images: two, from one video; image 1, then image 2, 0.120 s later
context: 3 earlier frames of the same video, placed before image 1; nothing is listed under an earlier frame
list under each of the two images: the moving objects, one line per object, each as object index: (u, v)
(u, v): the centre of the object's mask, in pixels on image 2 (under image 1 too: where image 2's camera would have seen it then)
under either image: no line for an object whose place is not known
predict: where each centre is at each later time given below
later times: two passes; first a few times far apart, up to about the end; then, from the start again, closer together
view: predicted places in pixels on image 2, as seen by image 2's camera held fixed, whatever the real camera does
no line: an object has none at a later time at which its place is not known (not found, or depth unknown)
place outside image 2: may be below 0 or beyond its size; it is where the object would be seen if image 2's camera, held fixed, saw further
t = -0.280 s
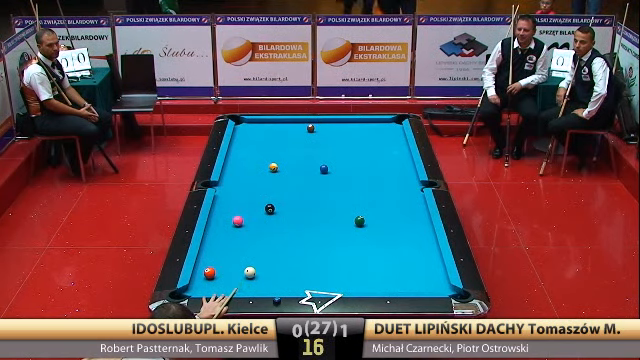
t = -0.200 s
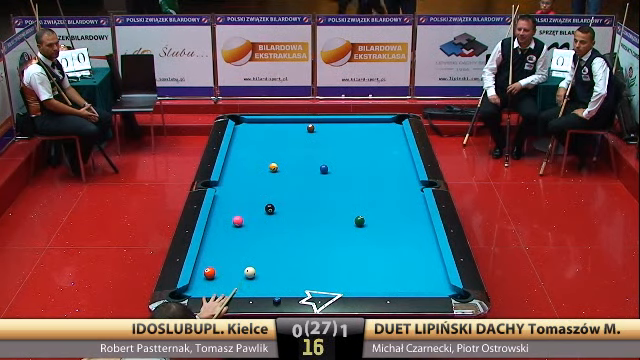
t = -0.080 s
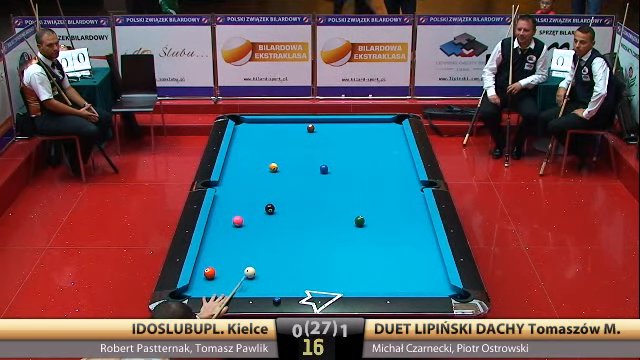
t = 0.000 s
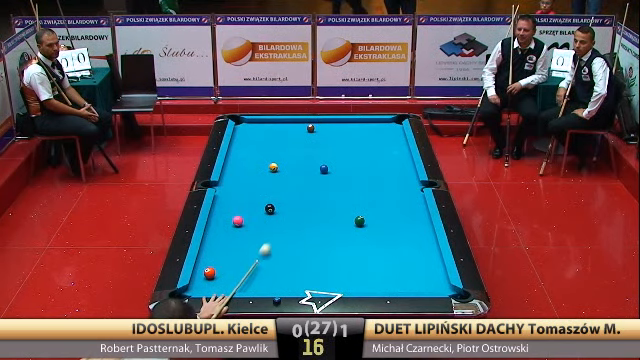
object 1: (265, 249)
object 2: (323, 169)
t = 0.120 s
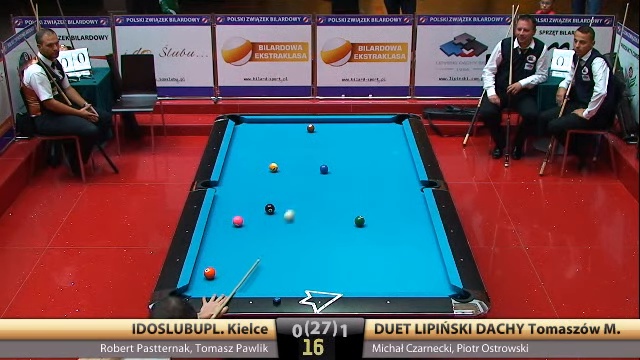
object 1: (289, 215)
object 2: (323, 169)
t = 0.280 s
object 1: (315, 178)
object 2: (324, 169)
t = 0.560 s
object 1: (295, 160)
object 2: (376, 137)
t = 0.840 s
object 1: (279, 143)
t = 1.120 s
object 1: (267, 126)
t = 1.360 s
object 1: (256, 126)
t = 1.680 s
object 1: (240, 135)
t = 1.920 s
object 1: (236, 141)
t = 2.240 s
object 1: (241, 149)
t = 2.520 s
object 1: (246, 156)
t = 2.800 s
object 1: (250, 162)
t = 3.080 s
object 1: (255, 168)
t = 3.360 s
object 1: (259, 175)
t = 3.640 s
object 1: (263, 180)
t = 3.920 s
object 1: (267, 186)
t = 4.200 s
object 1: (272, 191)
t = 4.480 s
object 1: (275, 196)
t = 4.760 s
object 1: (279, 200)
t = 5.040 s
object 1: (282, 204)
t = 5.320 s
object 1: (286, 208)
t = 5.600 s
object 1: (289, 211)
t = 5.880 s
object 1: (291, 213)
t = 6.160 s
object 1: (294, 215)
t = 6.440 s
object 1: (296, 217)
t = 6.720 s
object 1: (297, 218)
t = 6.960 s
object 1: (297, 218)
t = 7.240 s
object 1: (298, 219)
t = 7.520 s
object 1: (298, 219)
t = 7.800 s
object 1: (299, 219)
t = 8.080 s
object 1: (299, 219)
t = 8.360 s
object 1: (299, 219)
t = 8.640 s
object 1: (299, 219)
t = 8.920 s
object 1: (299, 219)
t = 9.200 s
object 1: (299, 219)
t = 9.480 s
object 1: (299, 219)
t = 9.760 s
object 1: (299, 219)
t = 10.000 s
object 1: (299, 219)
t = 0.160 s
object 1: (296, 205)
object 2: (323, 169)
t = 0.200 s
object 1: (302, 196)
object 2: (323, 169)
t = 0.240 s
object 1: (309, 187)
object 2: (323, 169)
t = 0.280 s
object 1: (315, 178)
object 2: (324, 169)
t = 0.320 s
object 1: (318, 172)
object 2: (325, 168)
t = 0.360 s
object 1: (315, 170)
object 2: (334, 163)
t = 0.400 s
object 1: (309, 168)
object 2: (344, 157)
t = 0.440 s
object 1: (305, 166)
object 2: (352, 152)
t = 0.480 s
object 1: (301, 164)
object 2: (361, 147)
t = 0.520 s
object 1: (298, 162)
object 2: (368, 142)
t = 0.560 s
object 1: (295, 160)
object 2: (376, 137)
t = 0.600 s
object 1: (292, 158)
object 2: (383, 133)
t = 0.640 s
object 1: (289, 156)
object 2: (389, 129)
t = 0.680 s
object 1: (287, 153)
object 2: (395, 126)
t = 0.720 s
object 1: (284, 150)
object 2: (399, 120)
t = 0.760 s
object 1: (283, 148)
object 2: (402, 118)
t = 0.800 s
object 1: (281, 145)
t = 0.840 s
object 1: (279, 143)
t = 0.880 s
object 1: (277, 140)
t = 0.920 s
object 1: (276, 138)
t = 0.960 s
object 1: (274, 136)
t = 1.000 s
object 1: (272, 133)
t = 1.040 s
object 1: (270, 131)
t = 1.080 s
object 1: (268, 129)
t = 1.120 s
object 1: (267, 126)
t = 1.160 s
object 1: (265, 124)
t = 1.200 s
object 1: (264, 122)
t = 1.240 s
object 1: (262, 121)
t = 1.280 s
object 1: (260, 123)
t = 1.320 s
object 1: (258, 124)
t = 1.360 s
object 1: (256, 126)
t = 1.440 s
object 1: (252, 128)
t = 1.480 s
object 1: (250, 129)
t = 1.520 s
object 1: (248, 130)
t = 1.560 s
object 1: (246, 132)
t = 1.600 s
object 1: (244, 133)
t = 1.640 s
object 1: (242, 133)
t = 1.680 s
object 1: (240, 135)
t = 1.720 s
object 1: (238, 136)
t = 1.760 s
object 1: (236, 137)
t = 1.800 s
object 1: (234, 138)
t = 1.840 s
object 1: (235, 139)
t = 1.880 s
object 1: (235, 140)
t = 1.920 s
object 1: (236, 141)
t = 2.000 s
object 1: (237, 143)
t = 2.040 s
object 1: (237, 144)
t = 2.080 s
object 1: (238, 145)
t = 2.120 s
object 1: (239, 146)
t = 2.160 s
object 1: (240, 147)
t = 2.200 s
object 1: (240, 148)
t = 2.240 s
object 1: (241, 149)
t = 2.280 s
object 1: (242, 150)
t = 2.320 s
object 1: (243, 151)
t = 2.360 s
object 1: (243, 152)
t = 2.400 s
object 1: (244, 153)
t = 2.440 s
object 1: (244, 154)
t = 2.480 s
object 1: (245, 155)
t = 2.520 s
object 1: (246, 156)
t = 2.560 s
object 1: (246, 157)
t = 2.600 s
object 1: (247, 158)
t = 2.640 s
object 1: (247, 159)
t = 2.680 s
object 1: (248, 160)
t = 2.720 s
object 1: (249, 160)
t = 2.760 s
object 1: (249, 161)
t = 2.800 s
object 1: (250, 162)
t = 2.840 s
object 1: (251, 163)
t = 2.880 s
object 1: (251, 164)
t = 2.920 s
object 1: (252, 165)
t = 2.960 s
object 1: (253, 166)
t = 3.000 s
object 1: (253, 167)
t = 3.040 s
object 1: (254, 168)
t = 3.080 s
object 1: (255, 168)
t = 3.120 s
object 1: (255, 170)
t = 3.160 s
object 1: (256, 170)
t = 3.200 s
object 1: (257, 171)
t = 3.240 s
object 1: (257, 172)
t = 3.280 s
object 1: (258, 173)
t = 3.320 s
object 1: (259, 174)
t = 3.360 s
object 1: (259, 175)
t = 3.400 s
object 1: (260, 176)
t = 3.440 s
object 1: (260, 176)
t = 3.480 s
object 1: (261, 177)
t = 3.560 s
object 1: (262, 179)
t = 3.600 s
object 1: (263, 180)
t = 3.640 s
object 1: (263, 180)
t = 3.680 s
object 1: (264, 182)
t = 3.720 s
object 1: (265, 182)
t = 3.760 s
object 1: (265, 183)
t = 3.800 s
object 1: (266, 184)
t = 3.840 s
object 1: (266, 184)
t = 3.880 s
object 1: (267, 185)
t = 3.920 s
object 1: (267, 186)
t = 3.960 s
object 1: (268, 186)
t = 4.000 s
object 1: (269, 187)
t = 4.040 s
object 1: (269, 188)
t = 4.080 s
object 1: (270, 189)
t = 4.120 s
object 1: (270, 190)
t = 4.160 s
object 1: (271, 190)
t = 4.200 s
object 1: (272, 191)
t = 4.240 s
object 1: (272, 192)
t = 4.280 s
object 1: (273, 193)
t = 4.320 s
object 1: (273, 193)
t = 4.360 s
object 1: (274, 194)
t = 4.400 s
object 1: (274, 195)
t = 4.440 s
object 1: (275, 195)
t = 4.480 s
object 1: (275, 196)
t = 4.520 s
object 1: (276, 197)
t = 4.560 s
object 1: (276, 197)
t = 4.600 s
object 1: (277, 198)
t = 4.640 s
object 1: (278, 199)
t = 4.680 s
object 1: (278, 199)
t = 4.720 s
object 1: (278, 200)
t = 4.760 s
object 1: (279, 200)
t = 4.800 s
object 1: (280, 201)
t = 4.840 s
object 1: (280, 202)
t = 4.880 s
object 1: (281, 202)
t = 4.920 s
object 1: (281, 202)
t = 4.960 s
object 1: (281, 203)
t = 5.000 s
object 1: (282, 204)
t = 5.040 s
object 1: (282, 204)
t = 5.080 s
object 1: (283, 205)
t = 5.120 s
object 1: (283, 205)
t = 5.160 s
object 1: (284, 206)
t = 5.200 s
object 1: (284, 206)
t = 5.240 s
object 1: (285, 207)
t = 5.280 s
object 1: (285, 207)
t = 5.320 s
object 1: (286, 208)
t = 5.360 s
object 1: (286, 208)
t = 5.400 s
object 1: (286, 209)
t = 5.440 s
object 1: (286, 209)
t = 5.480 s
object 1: (287, 210)
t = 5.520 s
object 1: (288, 210)
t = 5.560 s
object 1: (288, 211)
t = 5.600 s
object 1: (289, 211)
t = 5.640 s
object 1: (289, 211)
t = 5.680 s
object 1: (289, 212)
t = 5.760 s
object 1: (290, 212)
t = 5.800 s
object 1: (290, 213)
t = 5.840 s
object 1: (291, 213)
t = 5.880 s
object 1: (291, 213)
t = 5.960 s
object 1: (292, 214)
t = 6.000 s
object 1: (293, 214)
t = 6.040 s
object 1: (293, 215)
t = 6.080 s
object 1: (293, 215)
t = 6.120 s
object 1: (293, 215)
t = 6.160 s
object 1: (294, 215)
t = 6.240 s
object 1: (294, 216)
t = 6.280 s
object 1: (294, 216)
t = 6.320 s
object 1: (295, 216)
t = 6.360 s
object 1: (295, 217)
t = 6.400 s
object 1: (295, 217)
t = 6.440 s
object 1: (296, 217)
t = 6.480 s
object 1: (296, 217)
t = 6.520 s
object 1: (296, 217)
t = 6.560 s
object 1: (296, 218)
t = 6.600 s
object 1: (296, 218)
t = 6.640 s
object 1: (297, 218)
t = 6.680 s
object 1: (297, 218)
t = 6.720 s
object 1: (297, 218)
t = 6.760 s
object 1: (297, 218)
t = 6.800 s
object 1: (297, 218)
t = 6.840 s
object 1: (297, 218)
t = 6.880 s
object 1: (297, 218)
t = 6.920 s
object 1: (297, 218)
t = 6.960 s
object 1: (297, 218)
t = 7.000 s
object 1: (298, 218)
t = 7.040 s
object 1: (298, 219)
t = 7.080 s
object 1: (298, 218)
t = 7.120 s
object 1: (298, 219)
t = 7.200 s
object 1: (298, 219)
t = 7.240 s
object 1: (298, 219)
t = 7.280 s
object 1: (298, 219)
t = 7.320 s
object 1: (298, 219)
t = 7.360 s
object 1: (298, 219)
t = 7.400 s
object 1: (298, 219)
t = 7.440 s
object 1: (298, 219)
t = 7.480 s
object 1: (298, 219)
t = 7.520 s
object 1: (298, 219)
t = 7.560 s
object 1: (298, 219)
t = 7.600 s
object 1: (298, 219)
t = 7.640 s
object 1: (298, 219)
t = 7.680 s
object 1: (298, 219)
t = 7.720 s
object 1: (298, 219)
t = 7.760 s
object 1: (299, 219)
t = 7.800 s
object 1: (299, 219)
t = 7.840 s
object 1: (299, 219)
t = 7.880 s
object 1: (299, 219)
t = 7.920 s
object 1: (299, 219)
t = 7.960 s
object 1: (299, 219)
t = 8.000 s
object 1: (299, 219)
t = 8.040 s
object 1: (299, 219)
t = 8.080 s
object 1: (299, 219)
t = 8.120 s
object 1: (299, 219)
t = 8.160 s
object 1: (299, 219)
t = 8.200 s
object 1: (299, 219)
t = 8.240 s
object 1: (299, 219)
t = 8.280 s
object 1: (299, 219)
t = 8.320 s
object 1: (299, 219)
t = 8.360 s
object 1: (299, 219)
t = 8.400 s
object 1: (299, 219)
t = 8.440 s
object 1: (299, 219)
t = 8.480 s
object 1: (299, 219)
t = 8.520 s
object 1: (299, 219)
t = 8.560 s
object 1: (299, 219)
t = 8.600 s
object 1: (299, 219)
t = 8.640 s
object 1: (299, 219)
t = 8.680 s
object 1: (299, 219)
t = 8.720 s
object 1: (299, 219)
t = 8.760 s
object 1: (299, 219)
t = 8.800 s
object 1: (299, 219)
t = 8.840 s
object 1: (299, 219)
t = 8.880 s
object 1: (299, 219)
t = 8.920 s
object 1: (299, 219)
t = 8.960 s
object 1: (299, 219)
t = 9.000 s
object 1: (299, 219)
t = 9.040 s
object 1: (299, 219)
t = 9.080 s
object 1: (299, 219)
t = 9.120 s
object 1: (299, 219)
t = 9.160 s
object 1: (299, 219)
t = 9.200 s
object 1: (299, 219)
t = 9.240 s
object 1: (299, 219)
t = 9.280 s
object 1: (299, 219)
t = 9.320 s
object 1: (299, 219)
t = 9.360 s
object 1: (299, 219)
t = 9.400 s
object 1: (299, 219)
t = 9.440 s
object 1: (299, 219)
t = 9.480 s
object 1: (299, 219)
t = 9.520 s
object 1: (299, 219)
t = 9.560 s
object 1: (299, 219)
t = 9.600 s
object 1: (299, 219)
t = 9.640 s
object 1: (299, 219)
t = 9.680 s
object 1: (299, 219)
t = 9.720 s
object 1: (299, 219)
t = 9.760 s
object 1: (299, 219)
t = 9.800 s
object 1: (299, 219)
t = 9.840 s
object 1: (299, 219)
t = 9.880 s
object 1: (299, 219)
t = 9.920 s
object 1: (299, 219)
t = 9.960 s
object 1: (299, 219)
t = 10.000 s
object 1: (299, 219)
